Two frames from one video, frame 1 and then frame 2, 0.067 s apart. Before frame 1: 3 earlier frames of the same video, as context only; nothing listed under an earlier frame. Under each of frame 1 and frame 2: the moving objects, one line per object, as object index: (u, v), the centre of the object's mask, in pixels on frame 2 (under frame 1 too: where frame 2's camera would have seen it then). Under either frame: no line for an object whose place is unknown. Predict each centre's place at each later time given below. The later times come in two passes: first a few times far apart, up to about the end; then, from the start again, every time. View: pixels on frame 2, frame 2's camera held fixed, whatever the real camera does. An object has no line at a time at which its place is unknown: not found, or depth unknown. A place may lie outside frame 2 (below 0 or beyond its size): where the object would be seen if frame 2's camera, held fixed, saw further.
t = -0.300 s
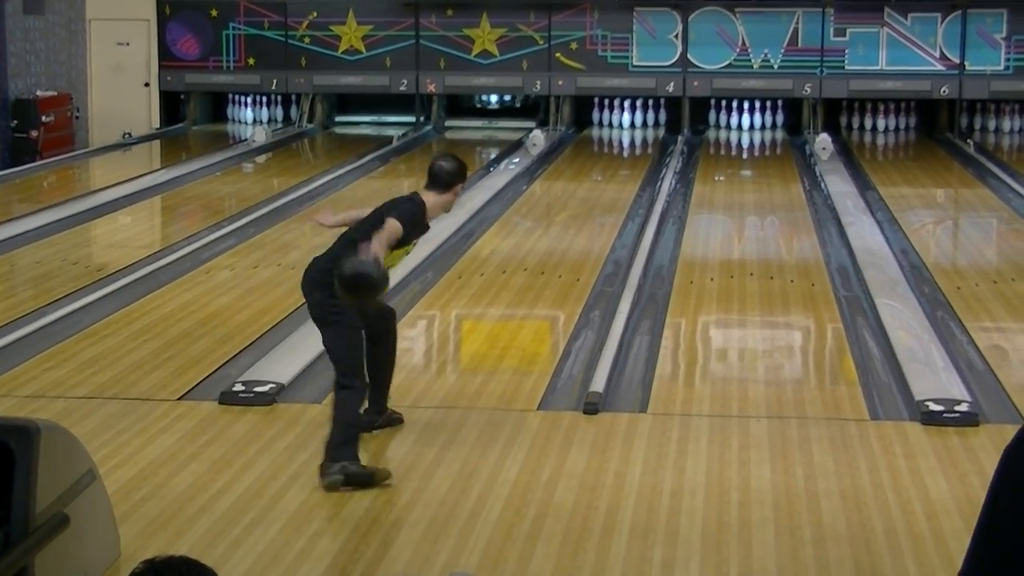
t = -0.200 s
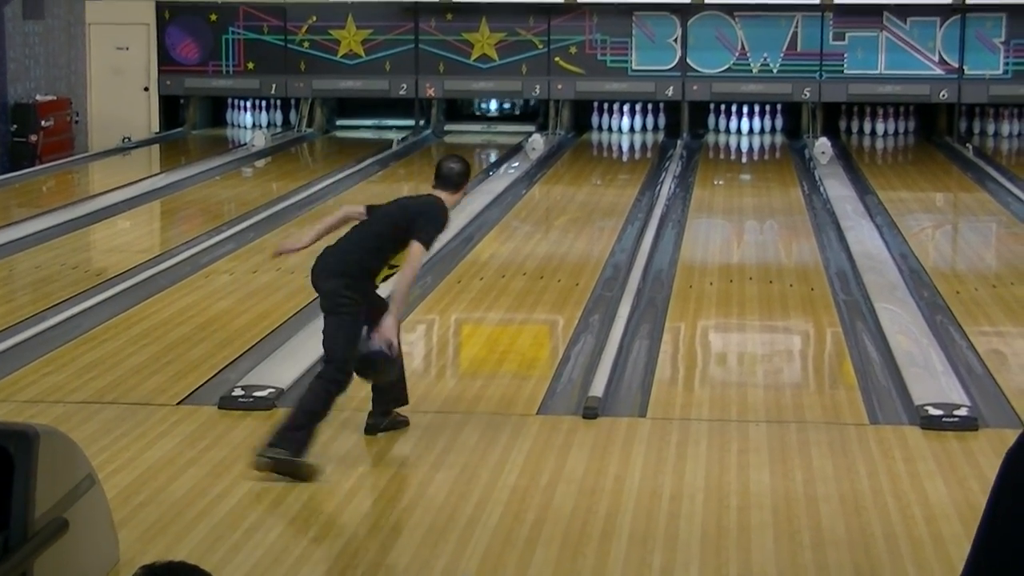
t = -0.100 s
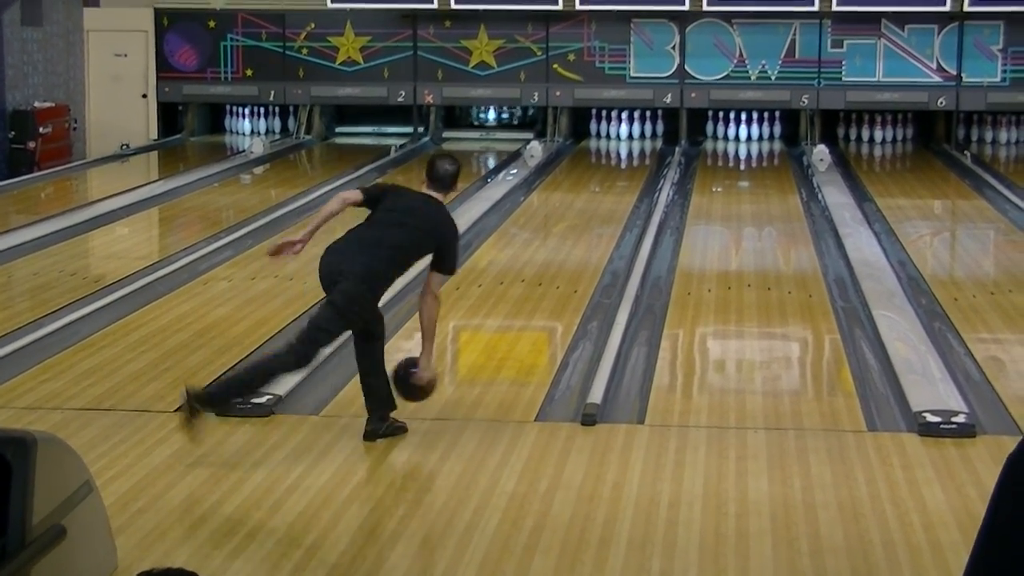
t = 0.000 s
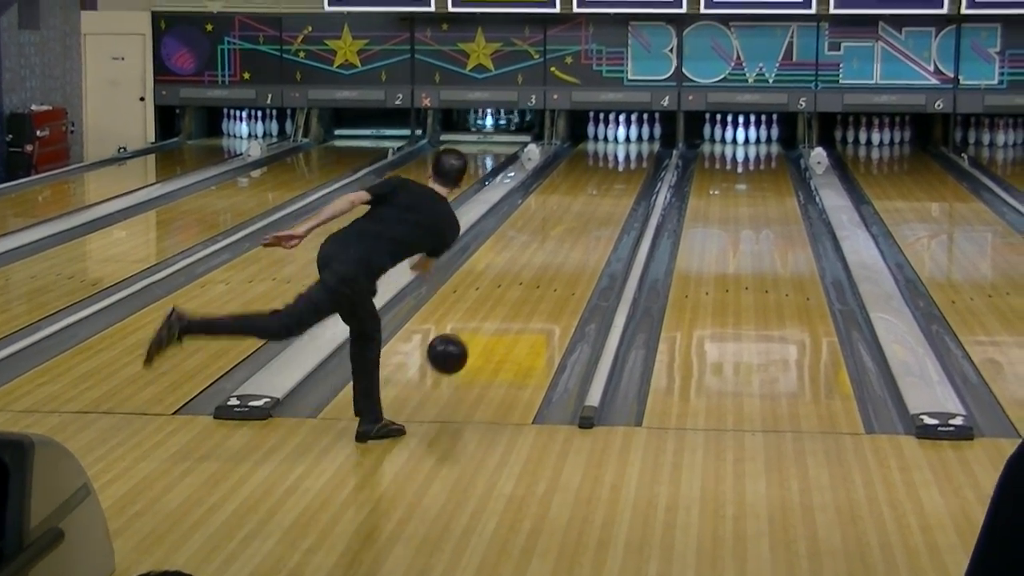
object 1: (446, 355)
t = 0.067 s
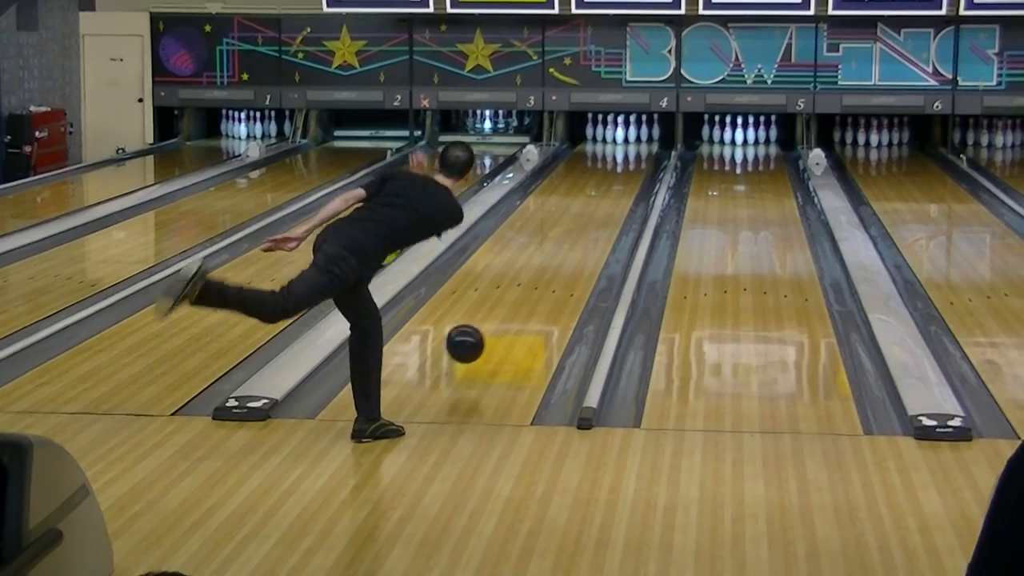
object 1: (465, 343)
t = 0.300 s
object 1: (518, 303)
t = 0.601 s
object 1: (566, 251)
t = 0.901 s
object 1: (597, 215)
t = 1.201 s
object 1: (617, 188)
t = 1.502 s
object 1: (628, 168)
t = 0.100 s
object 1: (474, 341)
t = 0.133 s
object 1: (482, 341)
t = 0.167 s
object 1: (490, 332)
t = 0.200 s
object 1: (498, 324)
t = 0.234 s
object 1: (505, 318)
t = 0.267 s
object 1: (512, 310)
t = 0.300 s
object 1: (518, 303)
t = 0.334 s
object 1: (525, 296)
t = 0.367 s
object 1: (531, 290)
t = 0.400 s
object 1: (536, 283)
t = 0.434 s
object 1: (542, 278)
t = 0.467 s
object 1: (547, 272)
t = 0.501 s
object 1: (552, 267)
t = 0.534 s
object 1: (557, 261)
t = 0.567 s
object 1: (561, 256)
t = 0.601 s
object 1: (566, 251)
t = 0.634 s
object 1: (570, 247)
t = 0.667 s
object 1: (574, 242)
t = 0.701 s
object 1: (578, 238)
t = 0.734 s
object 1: (581, 234)
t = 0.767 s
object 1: (585, 230)
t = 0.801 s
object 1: (588, 226)
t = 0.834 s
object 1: (592, 222)
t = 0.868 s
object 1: (594, 218)
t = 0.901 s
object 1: (597, 215)
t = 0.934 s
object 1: (600, 211)
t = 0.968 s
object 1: (603, 208)
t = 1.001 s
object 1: (605, 205)
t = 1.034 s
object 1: (608, 202)
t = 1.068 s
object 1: (610, 199)
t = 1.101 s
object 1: (612, 196)
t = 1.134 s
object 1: (614, 193)
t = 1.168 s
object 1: (616, 190)
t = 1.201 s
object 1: (617, 188)
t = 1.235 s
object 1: (619, 185)
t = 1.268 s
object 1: (620, 183)
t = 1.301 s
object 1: (622, 181)
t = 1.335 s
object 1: (623, 178)
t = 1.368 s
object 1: (624, 176)
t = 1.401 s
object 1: (625, 174)
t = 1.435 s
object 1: (626, 171)
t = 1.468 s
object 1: (627, 170)
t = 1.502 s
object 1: (628, 168)
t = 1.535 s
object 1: (628, 166)
